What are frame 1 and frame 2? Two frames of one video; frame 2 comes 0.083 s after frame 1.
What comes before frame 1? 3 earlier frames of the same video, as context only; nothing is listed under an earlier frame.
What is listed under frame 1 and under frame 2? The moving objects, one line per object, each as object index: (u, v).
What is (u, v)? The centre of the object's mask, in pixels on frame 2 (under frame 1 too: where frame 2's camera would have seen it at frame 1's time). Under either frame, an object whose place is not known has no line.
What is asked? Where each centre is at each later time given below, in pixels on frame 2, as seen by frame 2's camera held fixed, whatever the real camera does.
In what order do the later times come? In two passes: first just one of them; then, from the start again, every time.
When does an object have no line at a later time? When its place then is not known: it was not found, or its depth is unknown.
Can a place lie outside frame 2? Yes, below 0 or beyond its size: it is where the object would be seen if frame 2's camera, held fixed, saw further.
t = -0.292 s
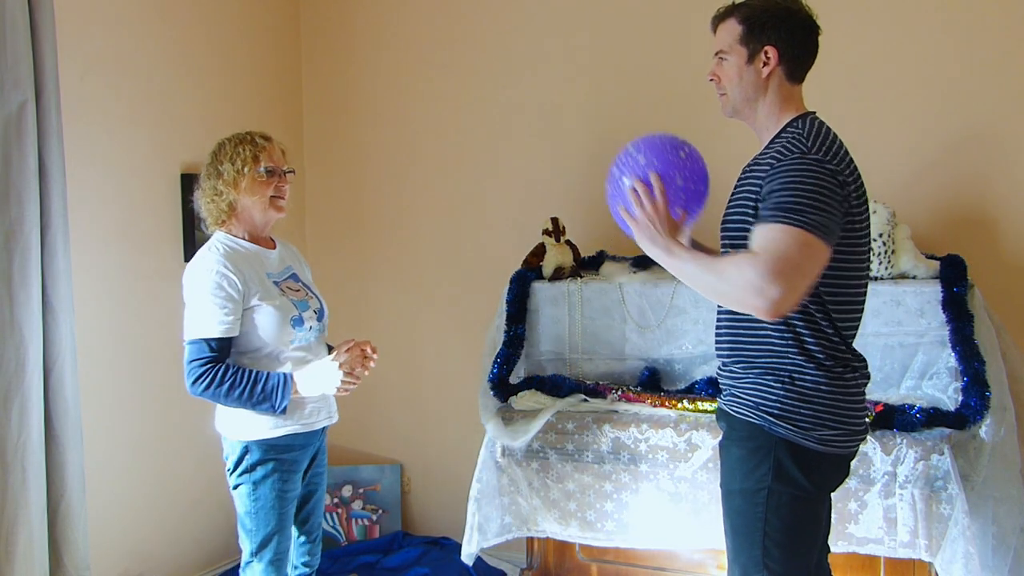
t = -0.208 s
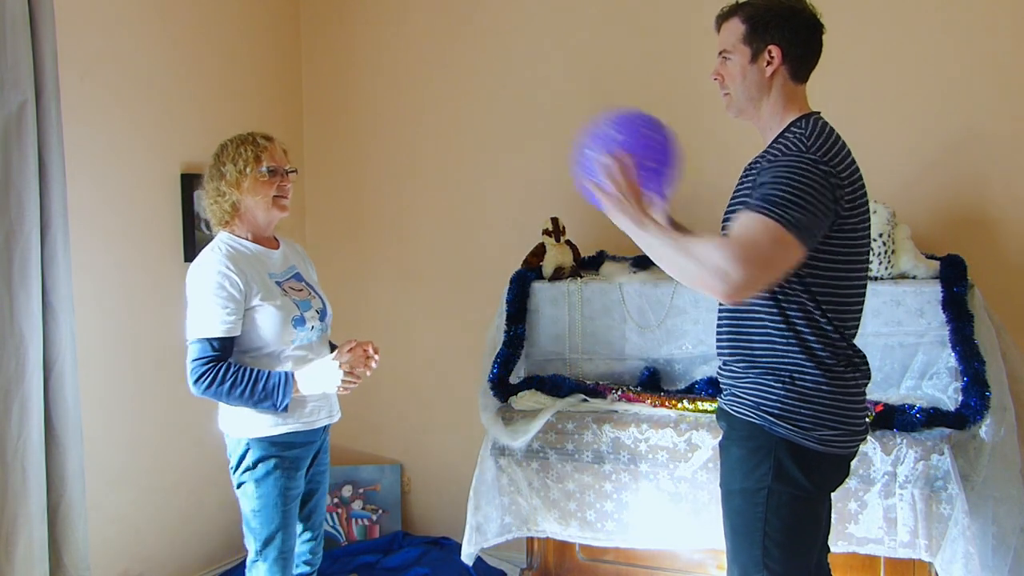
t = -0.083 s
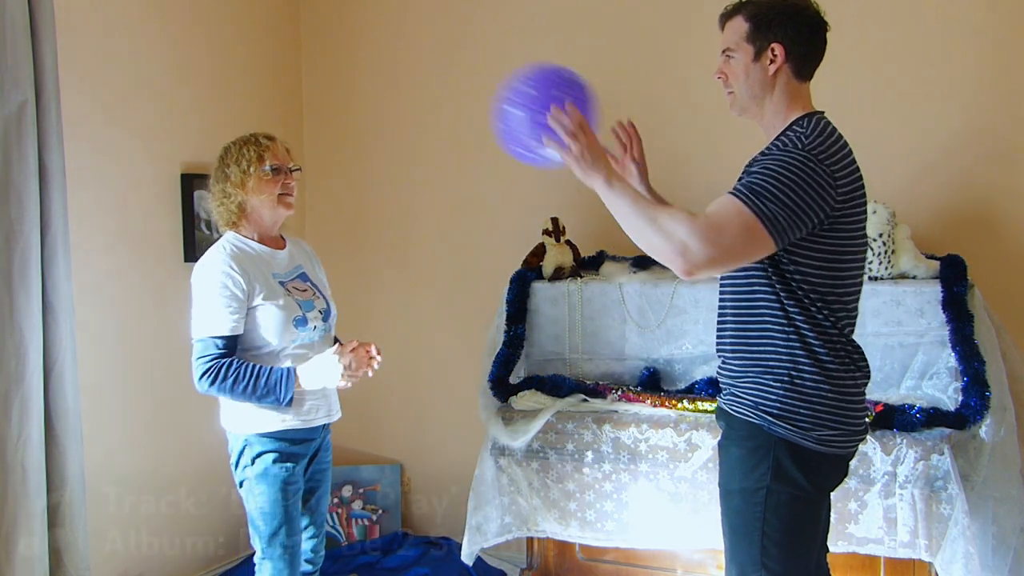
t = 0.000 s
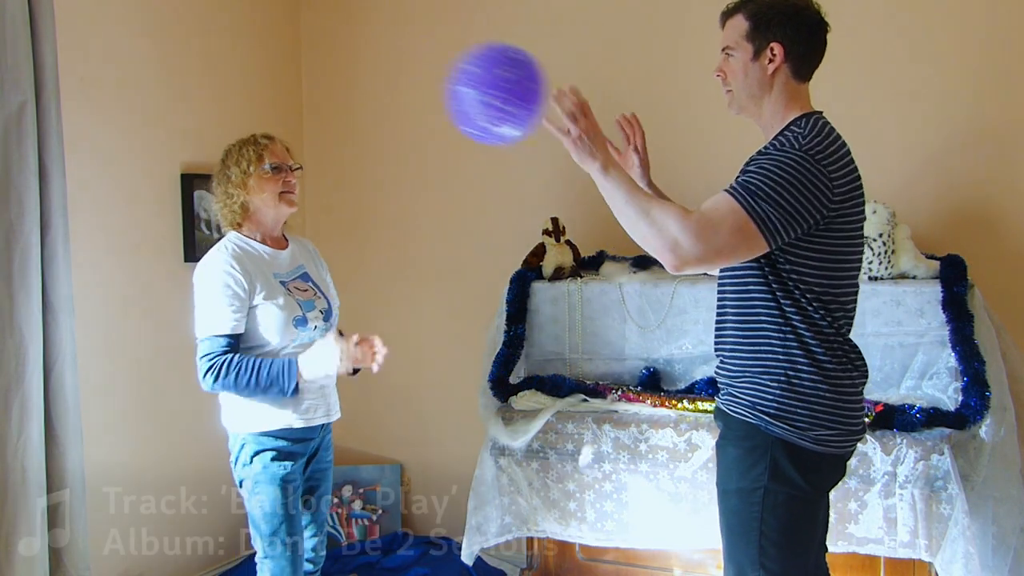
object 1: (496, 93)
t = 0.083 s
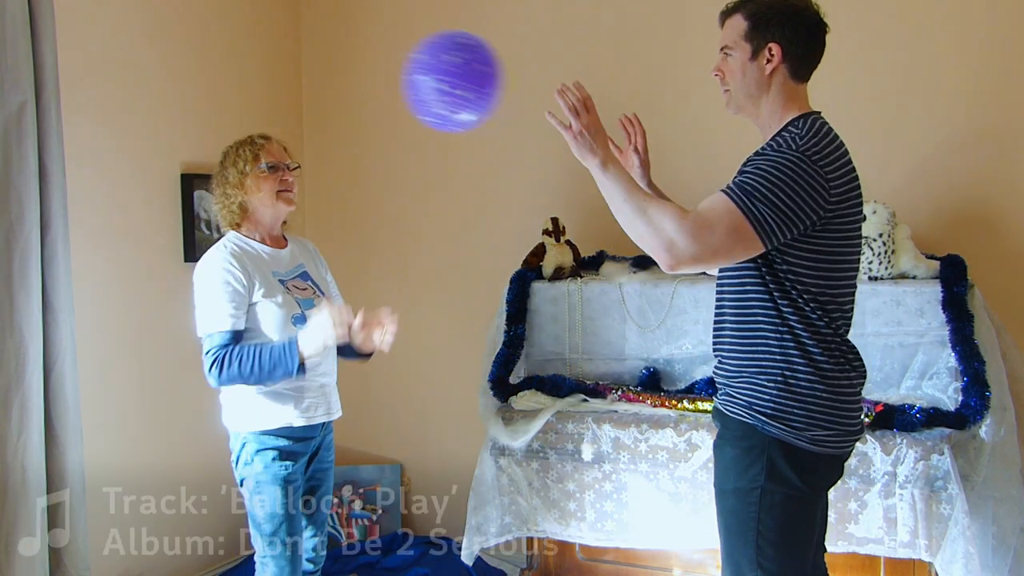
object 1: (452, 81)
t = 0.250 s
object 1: (381, 83)
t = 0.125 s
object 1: (432, 78)
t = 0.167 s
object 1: (414, 77)
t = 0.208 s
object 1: (397, 79)
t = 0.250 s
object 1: (381, 83)
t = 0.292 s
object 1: (367, 88)
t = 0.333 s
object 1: (355, 95)
